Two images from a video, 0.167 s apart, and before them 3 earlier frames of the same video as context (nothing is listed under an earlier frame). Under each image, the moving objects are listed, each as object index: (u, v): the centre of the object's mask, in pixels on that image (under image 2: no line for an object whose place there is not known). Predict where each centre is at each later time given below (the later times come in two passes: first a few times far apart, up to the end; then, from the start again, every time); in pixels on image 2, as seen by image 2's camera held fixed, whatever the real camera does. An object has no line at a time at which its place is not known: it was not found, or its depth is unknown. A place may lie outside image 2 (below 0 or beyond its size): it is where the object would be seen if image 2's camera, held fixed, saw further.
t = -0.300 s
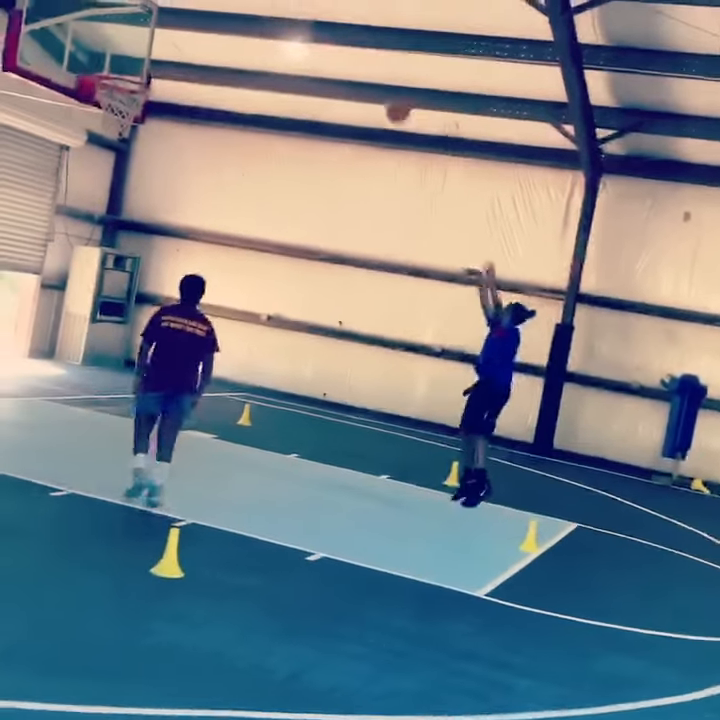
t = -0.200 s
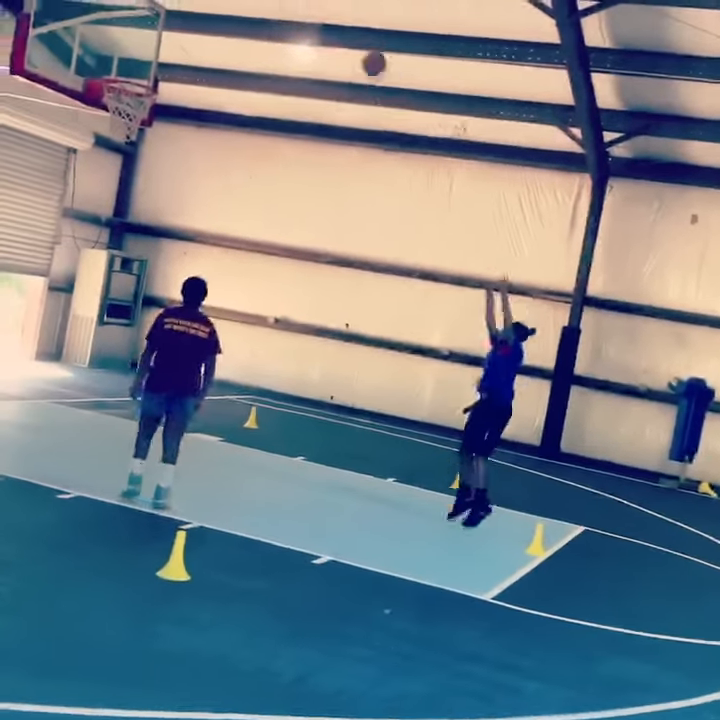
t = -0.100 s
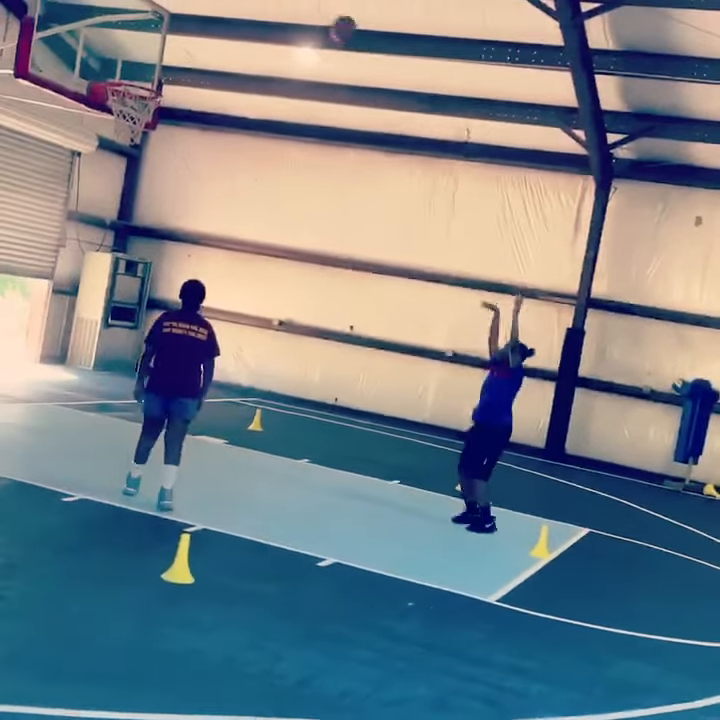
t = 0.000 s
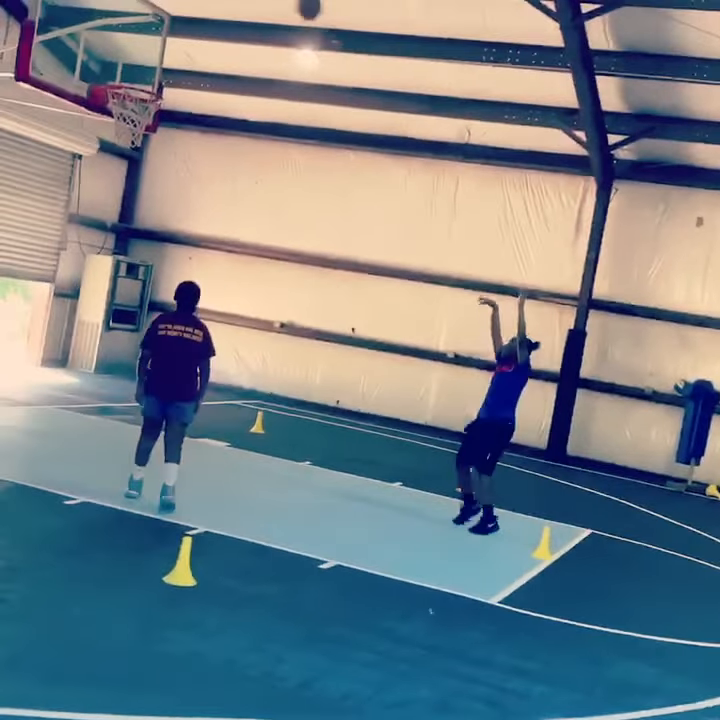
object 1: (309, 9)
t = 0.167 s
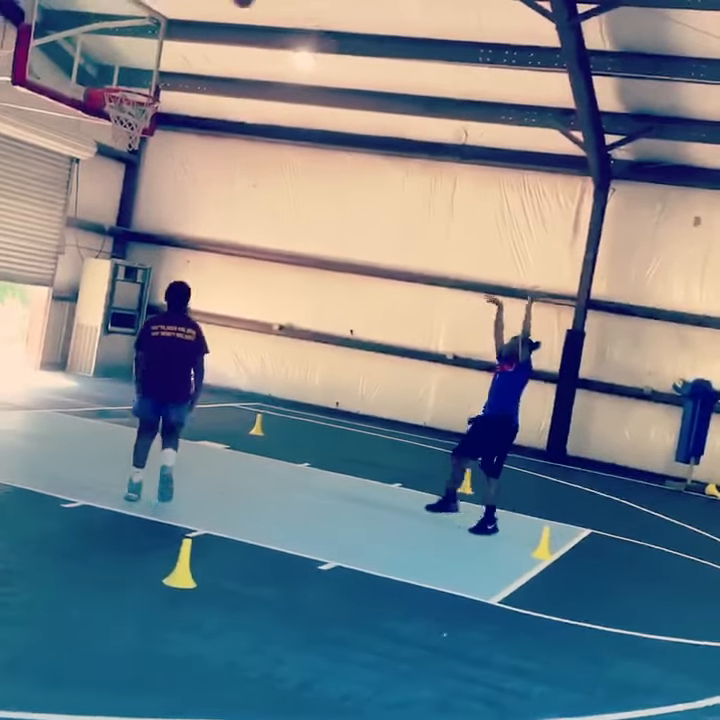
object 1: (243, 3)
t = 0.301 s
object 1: (190, 7)
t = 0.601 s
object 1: (119, 71)
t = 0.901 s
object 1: (217, 70)
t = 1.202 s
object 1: (300, 181)
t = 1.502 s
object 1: (362, 405)
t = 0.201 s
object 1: (230, 3)
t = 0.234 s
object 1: (217, 4)
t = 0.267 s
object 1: (204, 6)
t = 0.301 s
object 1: (190, 7)
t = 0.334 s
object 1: (177, 11)
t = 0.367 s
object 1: (162, 18)
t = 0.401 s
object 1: (150, 28)
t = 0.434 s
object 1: (136, 38)
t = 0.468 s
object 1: (121, 49)
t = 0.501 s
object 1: (108, 60)
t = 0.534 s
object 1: (102, 75)
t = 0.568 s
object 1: (110, 76)
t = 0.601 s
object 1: (119, 71)
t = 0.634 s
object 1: (132, 63)
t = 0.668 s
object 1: (144, 61)
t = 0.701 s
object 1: (155, 59)
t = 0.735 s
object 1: (166, 57)
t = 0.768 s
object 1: (176, 57)
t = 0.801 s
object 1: (187, 58)
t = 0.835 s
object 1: (197, 61)
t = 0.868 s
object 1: (207, 65)
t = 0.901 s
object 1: (217, 70)
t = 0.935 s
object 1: (227, 78)
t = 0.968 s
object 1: (237, 85)
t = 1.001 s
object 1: (246, 97)
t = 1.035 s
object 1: (256, 107)
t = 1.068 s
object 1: (265, 118)
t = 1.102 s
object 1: (274, 133)
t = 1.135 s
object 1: (283, 148)
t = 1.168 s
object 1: (291, 164)
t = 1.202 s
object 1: (300, 181)
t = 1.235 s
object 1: (308, 201)
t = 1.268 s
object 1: (316, 221)
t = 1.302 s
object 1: (323, 244)
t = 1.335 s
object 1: (331, 269)
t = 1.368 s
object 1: (338, 294)
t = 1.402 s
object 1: (344, 319)
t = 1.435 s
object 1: (352, 349)
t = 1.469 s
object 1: (357, 377)
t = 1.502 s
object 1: (362, 405)
